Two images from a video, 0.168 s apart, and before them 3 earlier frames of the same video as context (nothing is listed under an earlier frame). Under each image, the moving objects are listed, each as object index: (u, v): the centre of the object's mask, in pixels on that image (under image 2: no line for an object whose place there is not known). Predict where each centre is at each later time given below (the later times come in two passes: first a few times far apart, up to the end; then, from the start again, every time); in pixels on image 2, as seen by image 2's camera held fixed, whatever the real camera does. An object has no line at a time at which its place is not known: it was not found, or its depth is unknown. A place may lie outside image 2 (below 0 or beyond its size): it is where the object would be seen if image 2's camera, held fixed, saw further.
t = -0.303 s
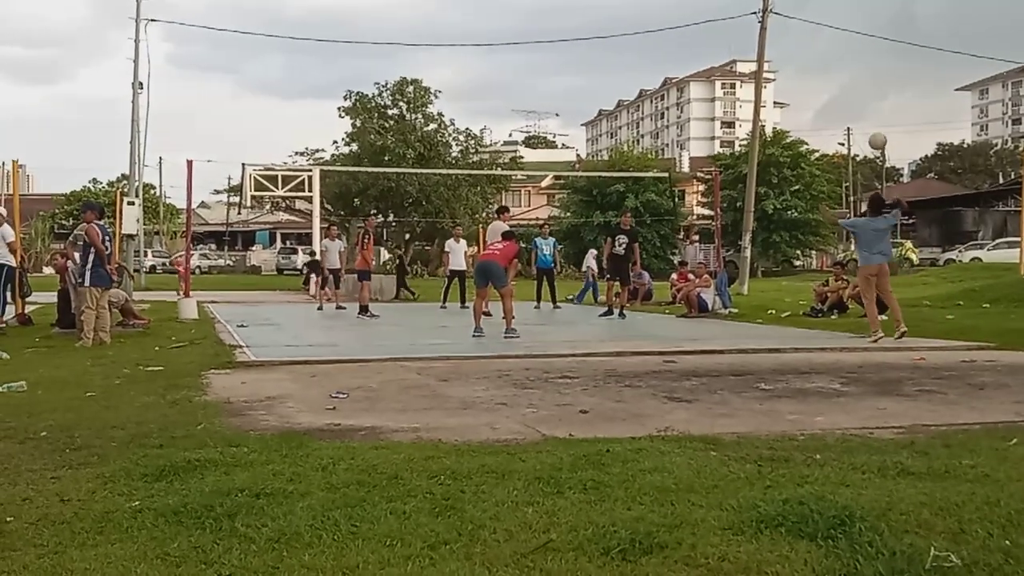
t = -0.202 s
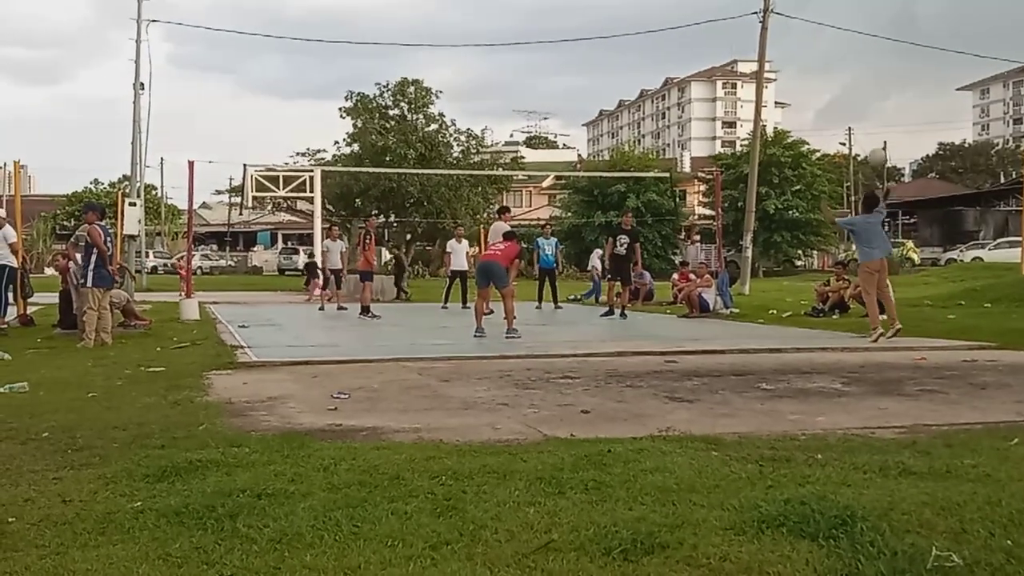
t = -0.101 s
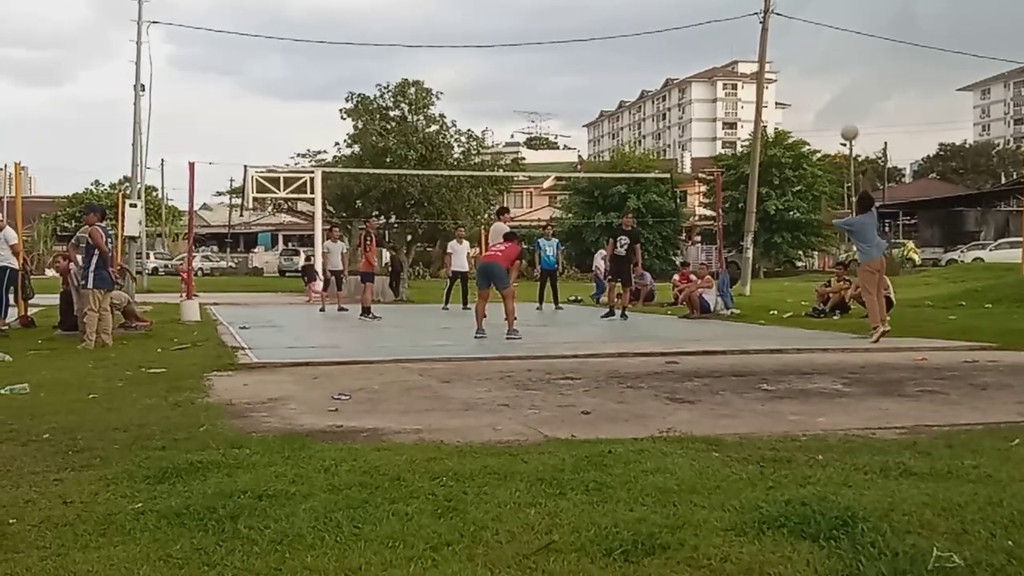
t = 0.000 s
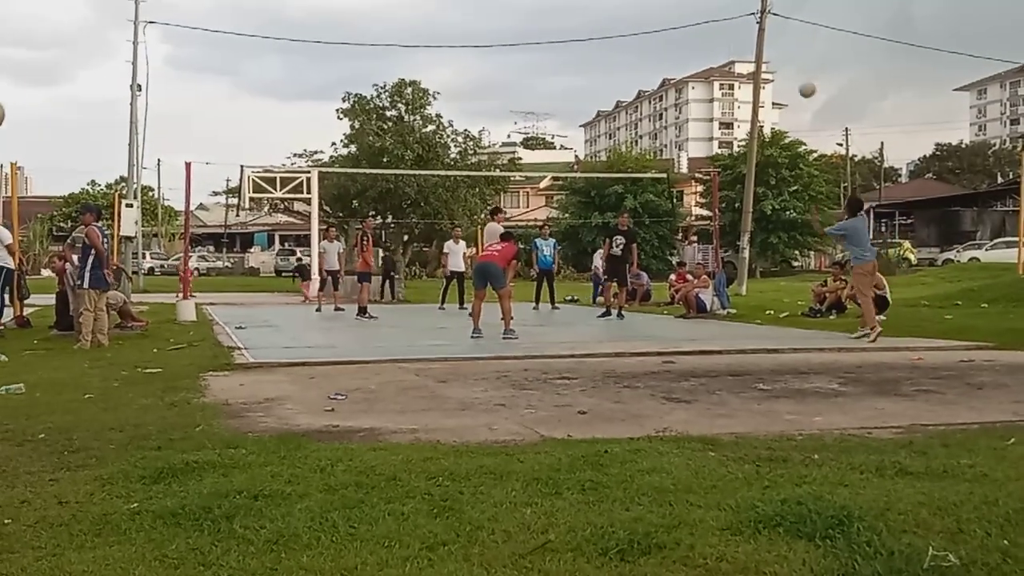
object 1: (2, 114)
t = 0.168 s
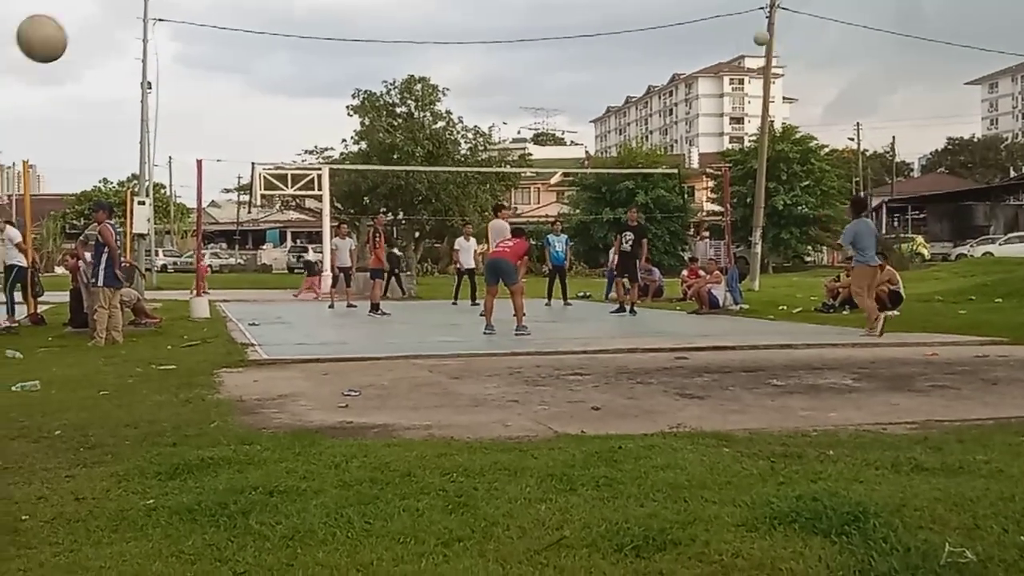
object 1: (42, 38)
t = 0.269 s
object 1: (81, 17)
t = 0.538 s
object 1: (286, 144)
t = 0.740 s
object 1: (568, 571)
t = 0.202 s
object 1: (53, 29)
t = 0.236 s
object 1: (66, 22)
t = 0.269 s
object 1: (81, 17)
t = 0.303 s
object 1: (99, 18)
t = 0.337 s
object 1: (117, 22)
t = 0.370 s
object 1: (140, 31)
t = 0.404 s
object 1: (167, 43)
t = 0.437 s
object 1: (195, 58)
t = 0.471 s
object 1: (223, 80)
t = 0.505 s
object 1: (253, 110)
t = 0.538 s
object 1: (286, 144)
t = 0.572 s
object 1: (324, 192)
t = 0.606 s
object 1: (359, 246)
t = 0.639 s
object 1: (403, 312)
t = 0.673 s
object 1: (455, 398)
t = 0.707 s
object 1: (511, 499)
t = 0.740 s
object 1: (568, 571)
